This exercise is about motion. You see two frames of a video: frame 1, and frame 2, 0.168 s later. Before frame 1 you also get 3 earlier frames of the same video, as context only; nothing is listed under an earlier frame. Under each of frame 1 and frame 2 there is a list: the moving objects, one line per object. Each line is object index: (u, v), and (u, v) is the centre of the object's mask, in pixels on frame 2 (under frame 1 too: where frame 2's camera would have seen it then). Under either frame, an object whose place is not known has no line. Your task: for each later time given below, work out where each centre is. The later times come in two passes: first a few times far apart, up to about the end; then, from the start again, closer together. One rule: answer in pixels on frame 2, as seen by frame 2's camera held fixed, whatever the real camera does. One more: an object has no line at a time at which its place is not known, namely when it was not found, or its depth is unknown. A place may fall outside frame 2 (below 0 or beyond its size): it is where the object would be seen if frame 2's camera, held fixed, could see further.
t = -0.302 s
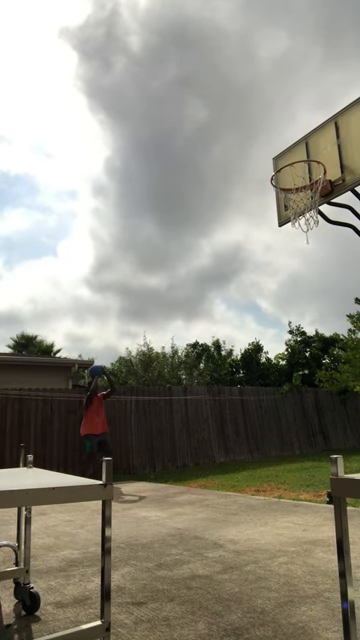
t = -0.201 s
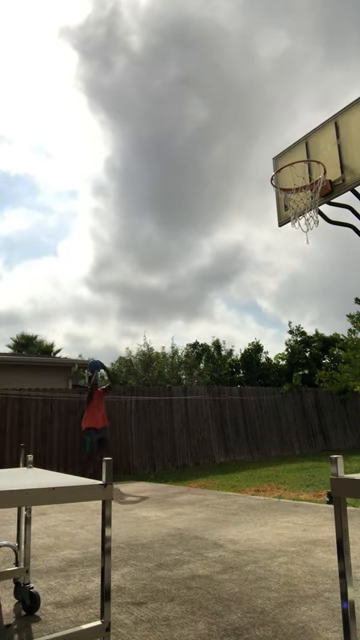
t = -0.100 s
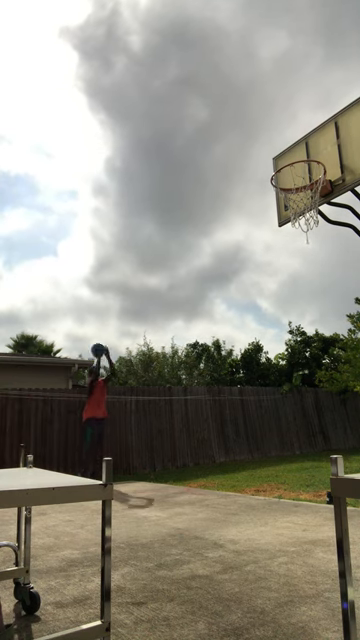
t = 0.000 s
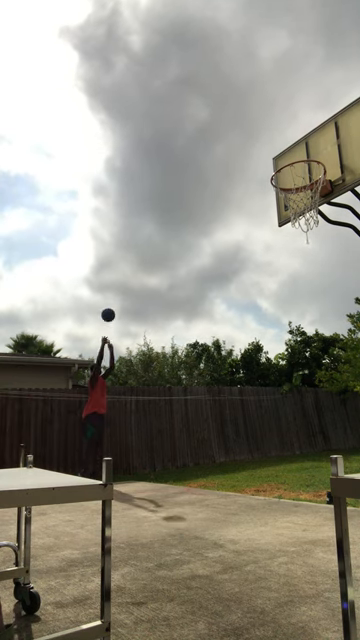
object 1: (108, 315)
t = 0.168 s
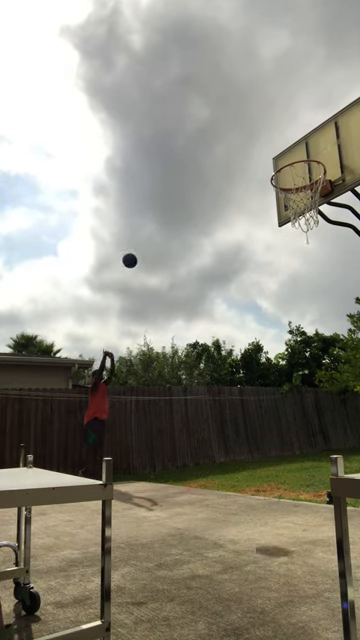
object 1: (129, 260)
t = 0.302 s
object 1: (149, 224)
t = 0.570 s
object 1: (200, 175)
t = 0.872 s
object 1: (287, 174)
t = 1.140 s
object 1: (337, 188)
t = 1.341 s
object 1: (353, 232)
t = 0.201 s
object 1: (134, 251)
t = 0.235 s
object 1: (139, 241)
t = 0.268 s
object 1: (144, 233)
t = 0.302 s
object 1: (149, 224)
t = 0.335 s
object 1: (155, 216)
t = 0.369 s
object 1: (161, 209)
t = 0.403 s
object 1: (167, 202)
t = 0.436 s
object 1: (173, 195)
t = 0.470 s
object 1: (179, 190)
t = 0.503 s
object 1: (186, 184)
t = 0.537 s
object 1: (193, 179)
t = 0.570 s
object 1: (200, 175)
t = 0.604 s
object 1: (208, 172)
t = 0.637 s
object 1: (216, 169)
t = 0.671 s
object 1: (224, 167)
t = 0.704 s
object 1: (233, 166)
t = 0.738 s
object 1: (243, 165)
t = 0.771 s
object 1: (253, 166)
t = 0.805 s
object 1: (263, 168)
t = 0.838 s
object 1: (274, 170)
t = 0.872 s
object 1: (287, 174)
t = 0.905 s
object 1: (299, 179)
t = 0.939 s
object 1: (312, 185)
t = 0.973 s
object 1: (321, 186)
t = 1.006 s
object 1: (325, 183)
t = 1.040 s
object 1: (328, 183)
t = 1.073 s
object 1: (330, 183)
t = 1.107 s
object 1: (333, 185)
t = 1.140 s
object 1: (337, 188)
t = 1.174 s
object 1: (340, 193)
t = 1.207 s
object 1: (343, 198)
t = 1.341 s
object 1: (353, 232)
